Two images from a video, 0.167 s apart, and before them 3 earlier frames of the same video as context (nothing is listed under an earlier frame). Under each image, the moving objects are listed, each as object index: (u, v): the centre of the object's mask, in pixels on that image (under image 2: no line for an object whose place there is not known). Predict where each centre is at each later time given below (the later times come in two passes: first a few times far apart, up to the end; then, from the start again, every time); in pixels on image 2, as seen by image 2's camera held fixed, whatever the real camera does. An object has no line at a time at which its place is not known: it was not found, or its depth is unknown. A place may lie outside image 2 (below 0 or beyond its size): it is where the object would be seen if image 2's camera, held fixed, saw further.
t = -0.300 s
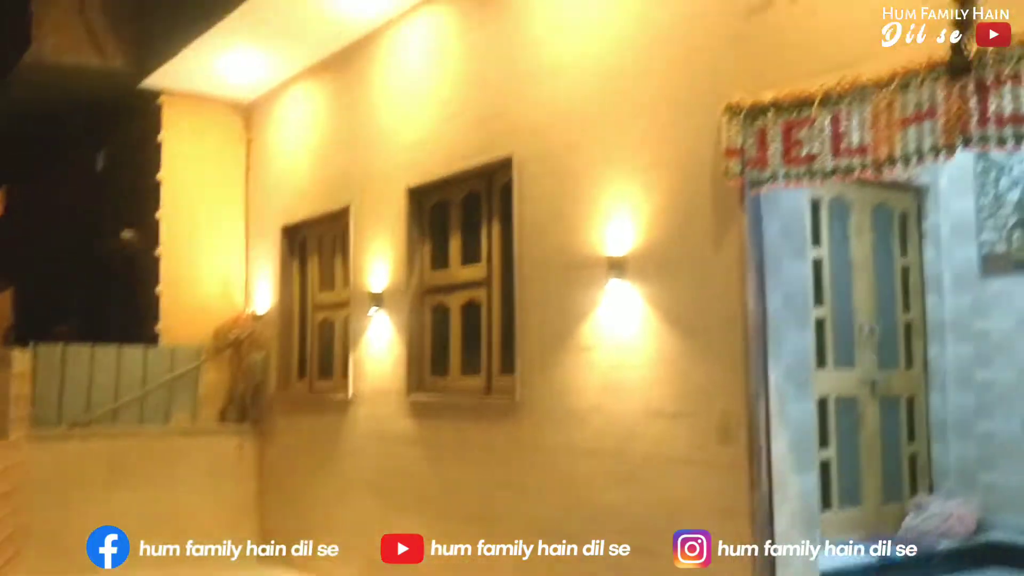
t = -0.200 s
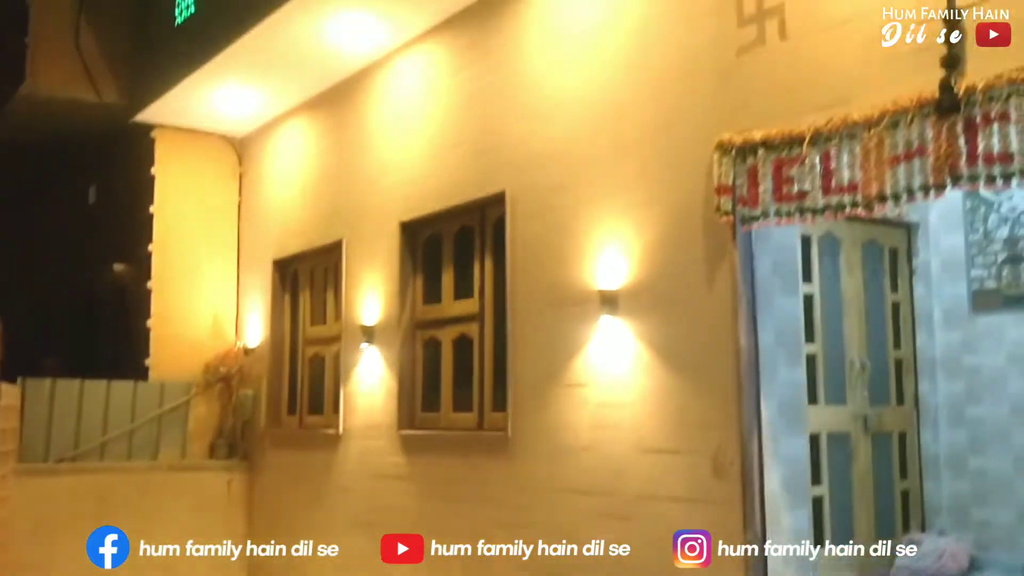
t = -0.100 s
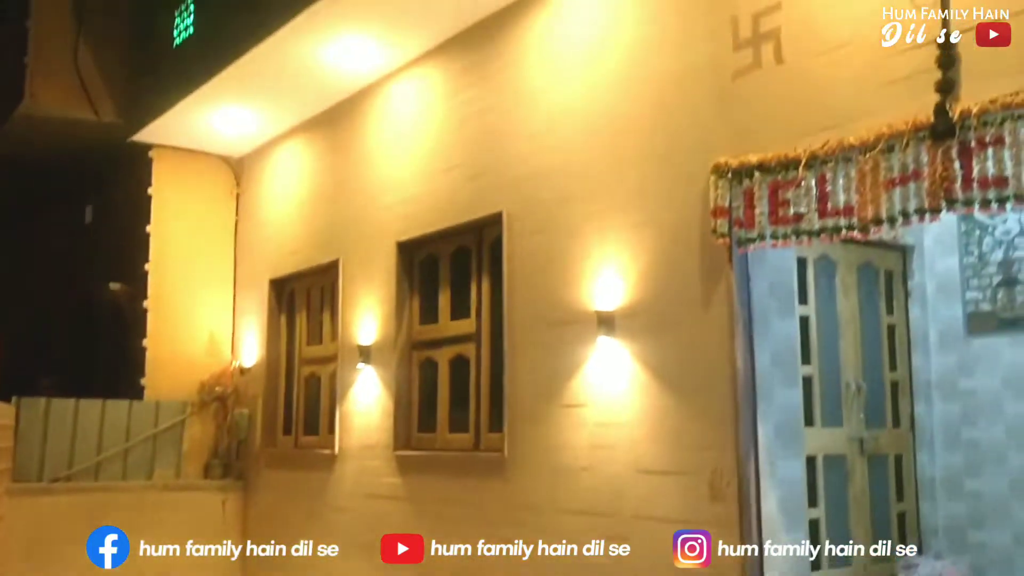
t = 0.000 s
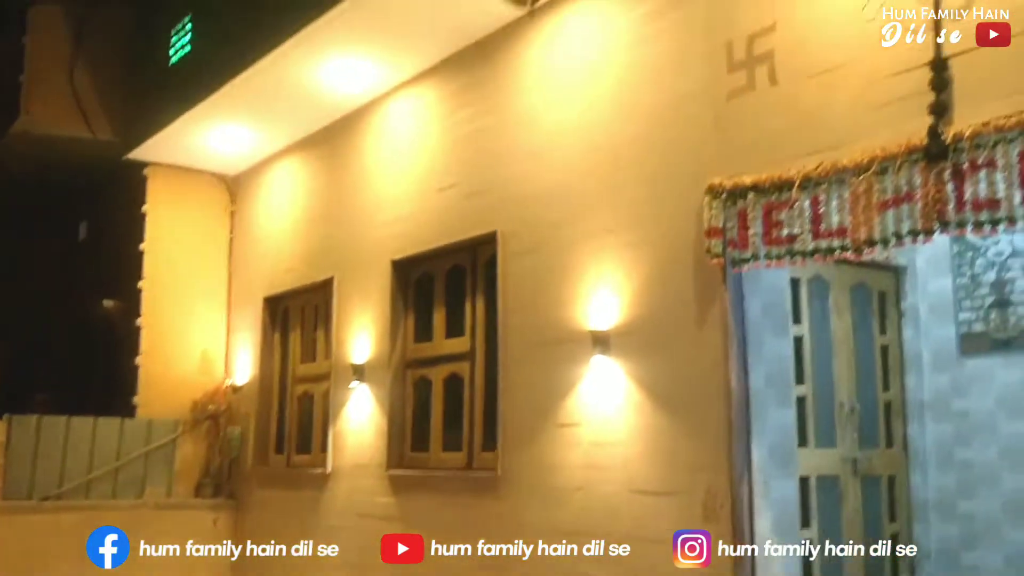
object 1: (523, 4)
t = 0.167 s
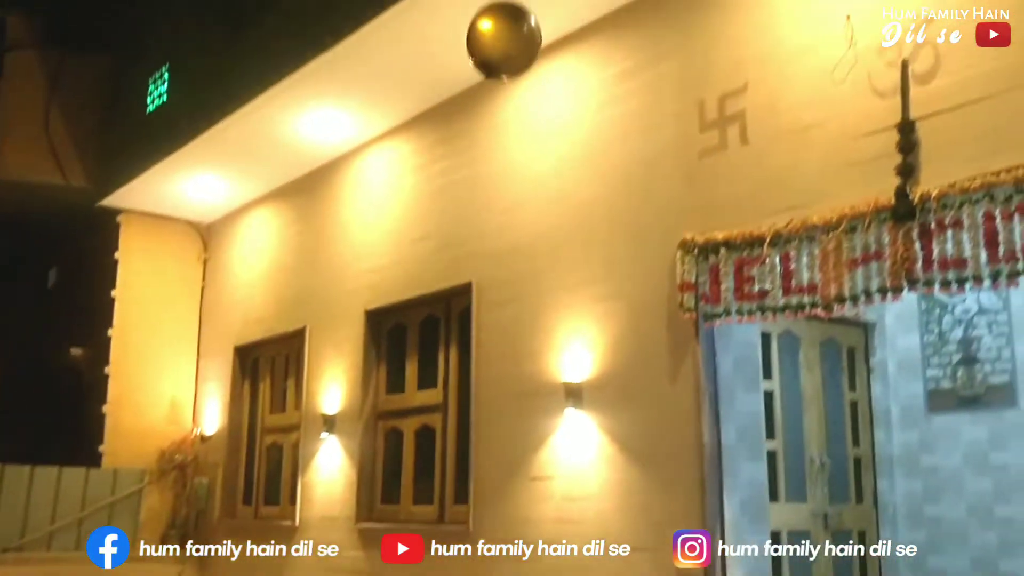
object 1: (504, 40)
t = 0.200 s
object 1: (505, 46)
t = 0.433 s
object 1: (509, 96)
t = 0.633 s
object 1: (511, 152)
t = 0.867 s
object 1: (508, 219)
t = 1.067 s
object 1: (495, 276)
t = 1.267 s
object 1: (474, 340)
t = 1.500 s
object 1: (452, 425)
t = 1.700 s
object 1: (438, 510)
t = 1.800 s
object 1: (433, 555)
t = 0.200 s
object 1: (505, 46)
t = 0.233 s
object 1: (505, 52)
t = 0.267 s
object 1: (509, 64)
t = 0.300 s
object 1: (508, 69)
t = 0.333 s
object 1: (508, 74)
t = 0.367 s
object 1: (508, 81)
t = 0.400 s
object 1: (508, 88)
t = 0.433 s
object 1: (509, 96)
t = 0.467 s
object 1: (509, 105)
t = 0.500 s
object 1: (509, 113)
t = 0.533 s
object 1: (510, 122)
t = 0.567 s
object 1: (511, 132)
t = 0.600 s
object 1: (511, 141)
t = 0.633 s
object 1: (511, 152)
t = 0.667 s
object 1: (512, 161)
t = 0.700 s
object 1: (512, 171)
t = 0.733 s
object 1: (511, 181)
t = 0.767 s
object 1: (511, 191)
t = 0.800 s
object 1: (510, 200)
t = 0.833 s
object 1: (509, 210)
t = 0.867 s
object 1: (508, 219)
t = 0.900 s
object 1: (506, 228)
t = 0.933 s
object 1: (504, 237)
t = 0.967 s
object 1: (502, 247)
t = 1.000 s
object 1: (500, 256)
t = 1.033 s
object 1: (498, 266)
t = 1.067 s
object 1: (495, 276)
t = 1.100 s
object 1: (492, 286)
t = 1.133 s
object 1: (489, 297)
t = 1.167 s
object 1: (484, 307)
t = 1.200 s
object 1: (481, 318)
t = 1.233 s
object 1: (477, 328)
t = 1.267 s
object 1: (474, 340)
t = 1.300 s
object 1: (470, 351)
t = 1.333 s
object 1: (467, 362)
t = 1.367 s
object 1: (464, 374)
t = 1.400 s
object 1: (461, 386)
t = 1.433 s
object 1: (458, 399)
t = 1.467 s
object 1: (455, 412)
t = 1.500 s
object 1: (452, 425)
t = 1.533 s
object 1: (449, 440)
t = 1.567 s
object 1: (446, 454)
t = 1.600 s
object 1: (443, 468)
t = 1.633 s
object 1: (442, 481)
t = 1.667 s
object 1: (441, 495)
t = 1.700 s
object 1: (438, 510)
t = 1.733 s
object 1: (437, 525)
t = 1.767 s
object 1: (437, 540)
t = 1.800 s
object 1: (433, 555)
